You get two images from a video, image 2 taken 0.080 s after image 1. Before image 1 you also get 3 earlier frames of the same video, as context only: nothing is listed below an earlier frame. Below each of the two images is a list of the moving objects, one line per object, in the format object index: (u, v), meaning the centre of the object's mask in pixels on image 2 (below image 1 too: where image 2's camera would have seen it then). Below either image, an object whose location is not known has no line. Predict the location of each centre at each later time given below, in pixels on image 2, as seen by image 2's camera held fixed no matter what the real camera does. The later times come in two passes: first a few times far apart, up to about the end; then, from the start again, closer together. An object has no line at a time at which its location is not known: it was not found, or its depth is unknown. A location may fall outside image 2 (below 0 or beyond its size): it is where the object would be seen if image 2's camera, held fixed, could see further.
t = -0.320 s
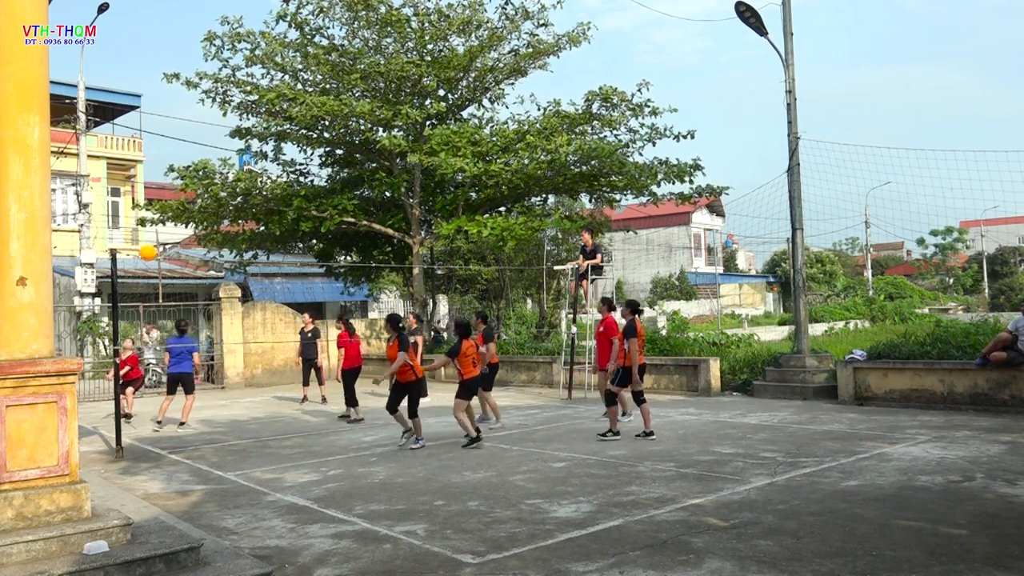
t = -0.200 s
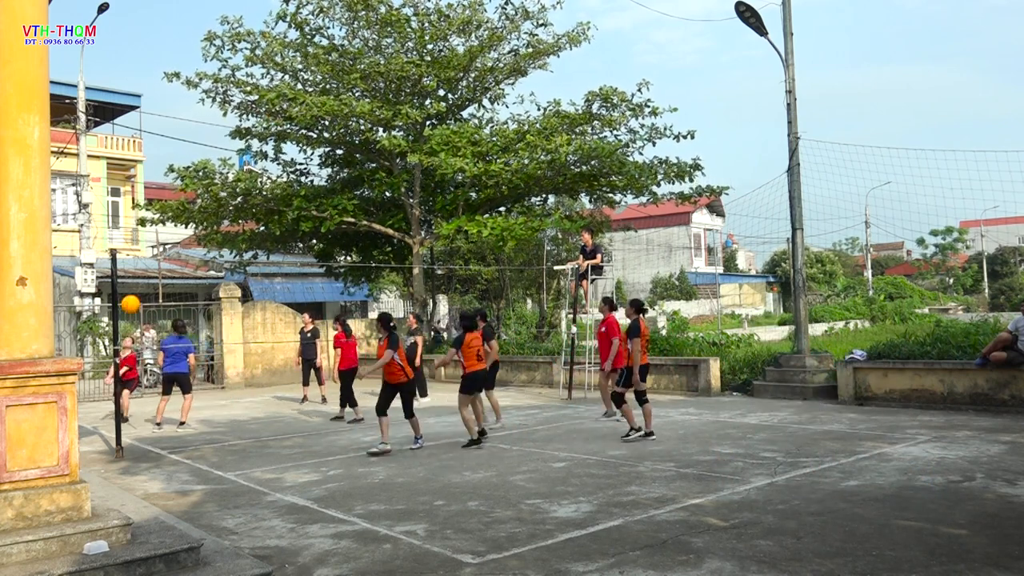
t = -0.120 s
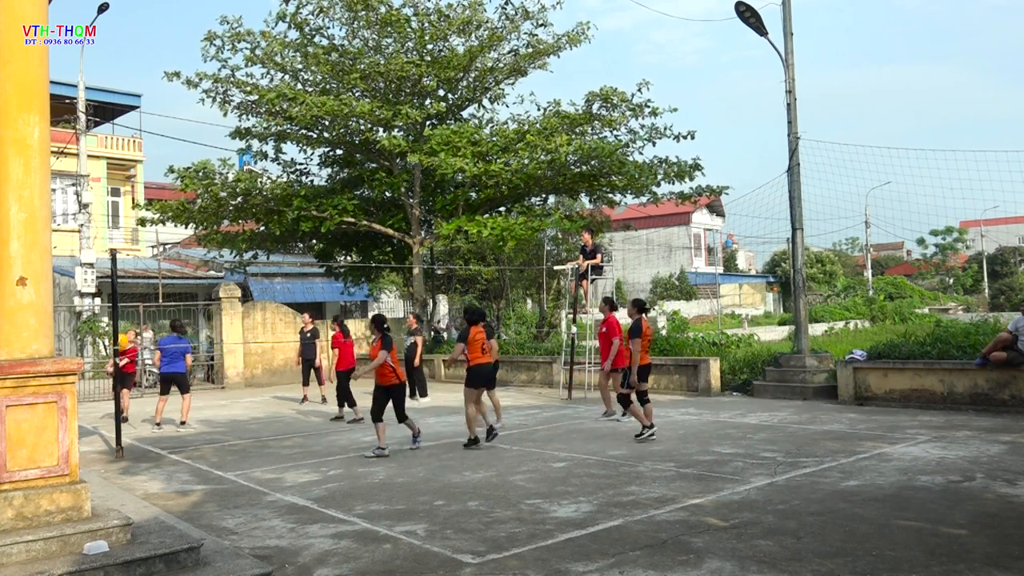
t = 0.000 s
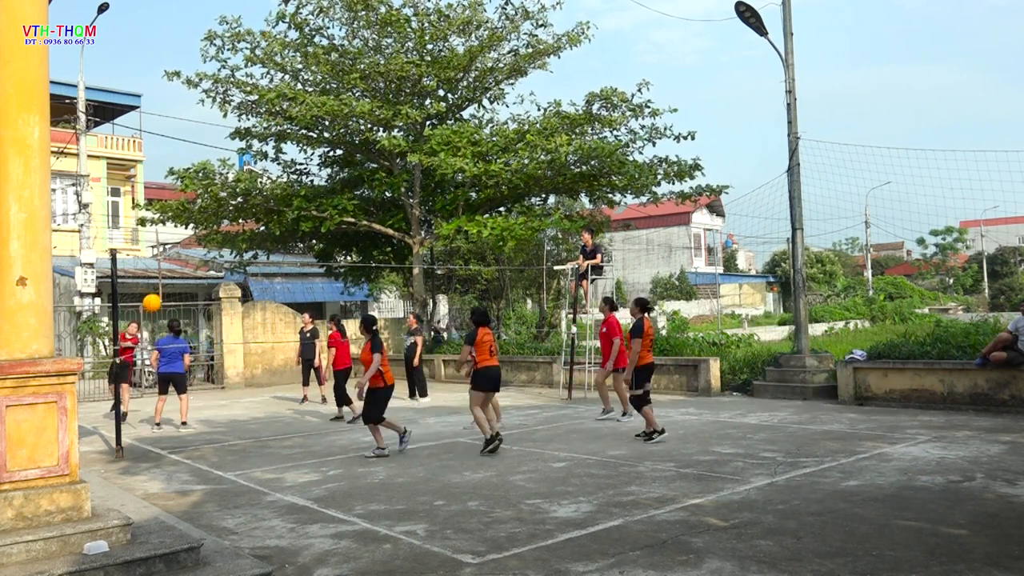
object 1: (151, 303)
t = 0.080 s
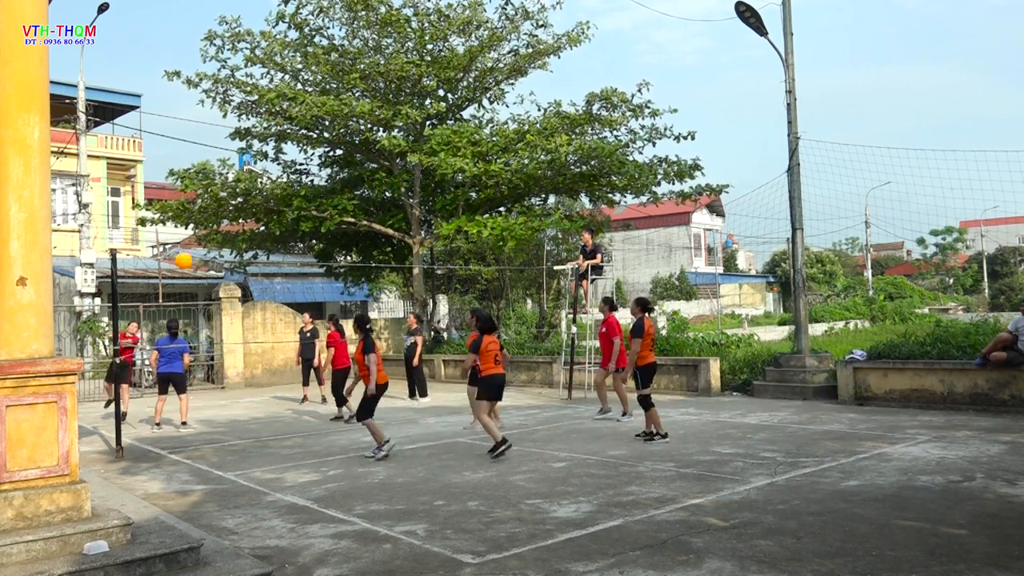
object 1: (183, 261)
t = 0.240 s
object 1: (246, 188)
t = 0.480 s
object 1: (336, 111)
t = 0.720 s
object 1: (426, 71)
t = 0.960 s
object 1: (518, 74)
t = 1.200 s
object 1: (611, 122)
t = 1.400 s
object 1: (688, 196)
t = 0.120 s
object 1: (199, 241)
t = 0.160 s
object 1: (215, 223)
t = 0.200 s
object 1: (230, 205)
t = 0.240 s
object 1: (246, 188)
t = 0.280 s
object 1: (261, 173)
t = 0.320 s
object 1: (277, 157)
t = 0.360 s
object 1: (291, 144)
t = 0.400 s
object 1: (306, 132)
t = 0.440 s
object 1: (321, 121)
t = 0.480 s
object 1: (336, 111)
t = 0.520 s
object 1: (351, 101)
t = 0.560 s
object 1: (366, 93)
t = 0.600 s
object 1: (381, 86)
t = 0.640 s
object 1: (396, 79)
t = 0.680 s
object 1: (411, 75)
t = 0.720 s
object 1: (426, 71)
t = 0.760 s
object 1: (442, 69)
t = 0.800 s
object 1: (457, 68)
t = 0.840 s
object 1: (472, 68)
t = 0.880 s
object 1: (487, 69)
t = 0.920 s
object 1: (502, 71)
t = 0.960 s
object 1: (518, 74)
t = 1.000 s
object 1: (533, 79)
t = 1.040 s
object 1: (549, 85)
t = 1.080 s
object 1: (564, 92)
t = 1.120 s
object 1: (581, 101)
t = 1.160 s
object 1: (596, 111)
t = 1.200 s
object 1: (611, 122)
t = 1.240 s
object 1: (626, 134)
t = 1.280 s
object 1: (642, 148)
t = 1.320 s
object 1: (657, 163)
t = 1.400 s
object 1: (688, 196)
